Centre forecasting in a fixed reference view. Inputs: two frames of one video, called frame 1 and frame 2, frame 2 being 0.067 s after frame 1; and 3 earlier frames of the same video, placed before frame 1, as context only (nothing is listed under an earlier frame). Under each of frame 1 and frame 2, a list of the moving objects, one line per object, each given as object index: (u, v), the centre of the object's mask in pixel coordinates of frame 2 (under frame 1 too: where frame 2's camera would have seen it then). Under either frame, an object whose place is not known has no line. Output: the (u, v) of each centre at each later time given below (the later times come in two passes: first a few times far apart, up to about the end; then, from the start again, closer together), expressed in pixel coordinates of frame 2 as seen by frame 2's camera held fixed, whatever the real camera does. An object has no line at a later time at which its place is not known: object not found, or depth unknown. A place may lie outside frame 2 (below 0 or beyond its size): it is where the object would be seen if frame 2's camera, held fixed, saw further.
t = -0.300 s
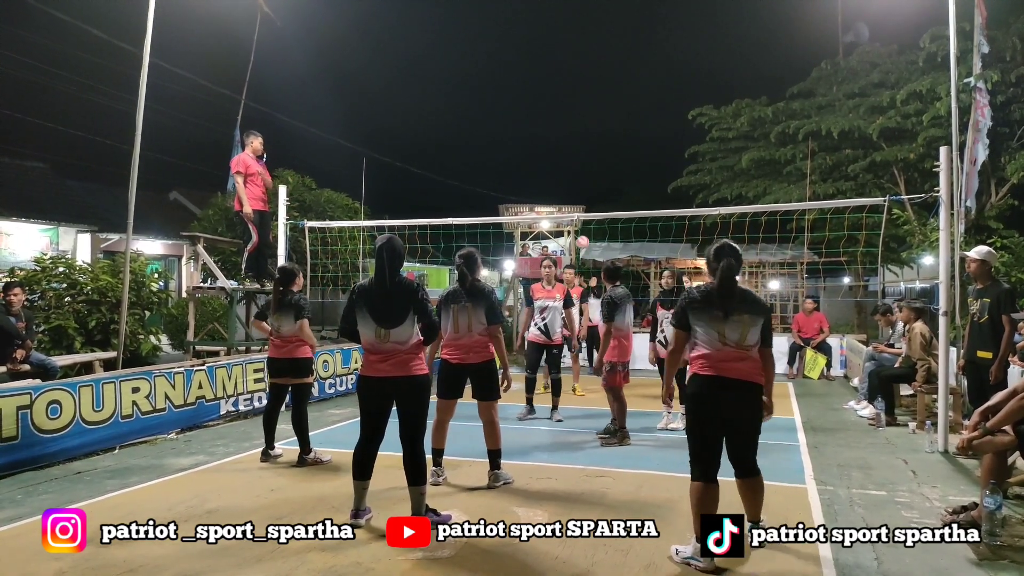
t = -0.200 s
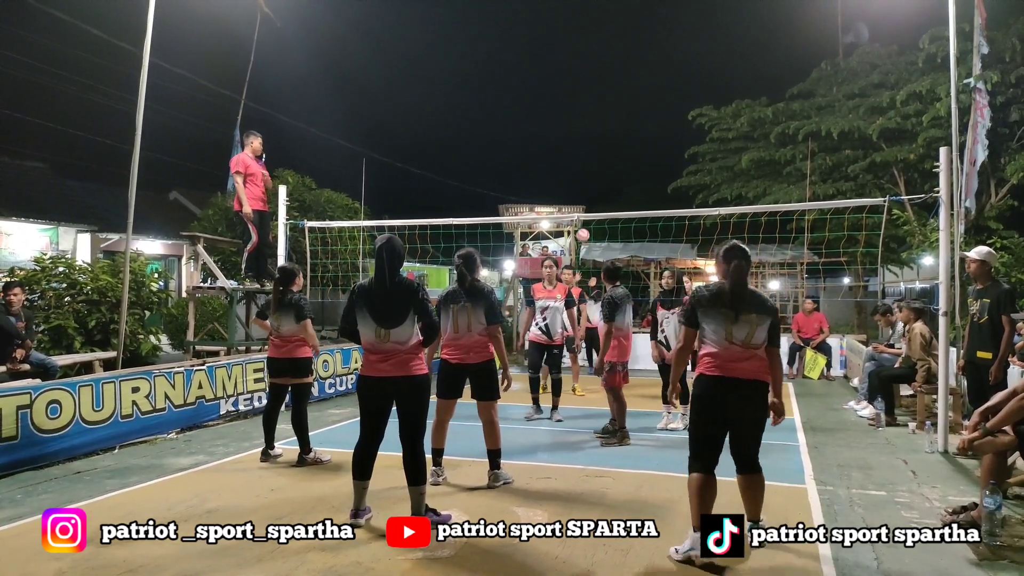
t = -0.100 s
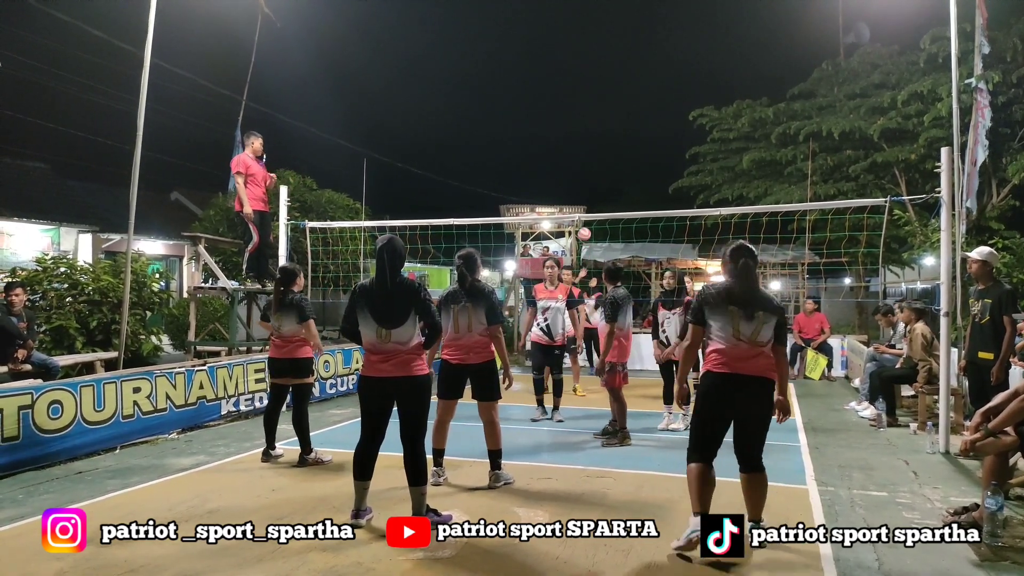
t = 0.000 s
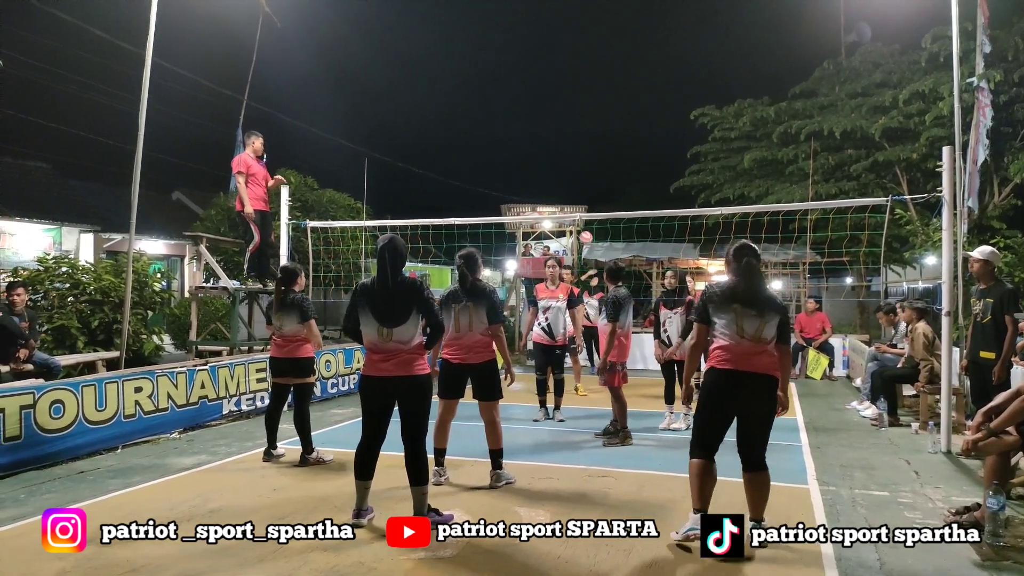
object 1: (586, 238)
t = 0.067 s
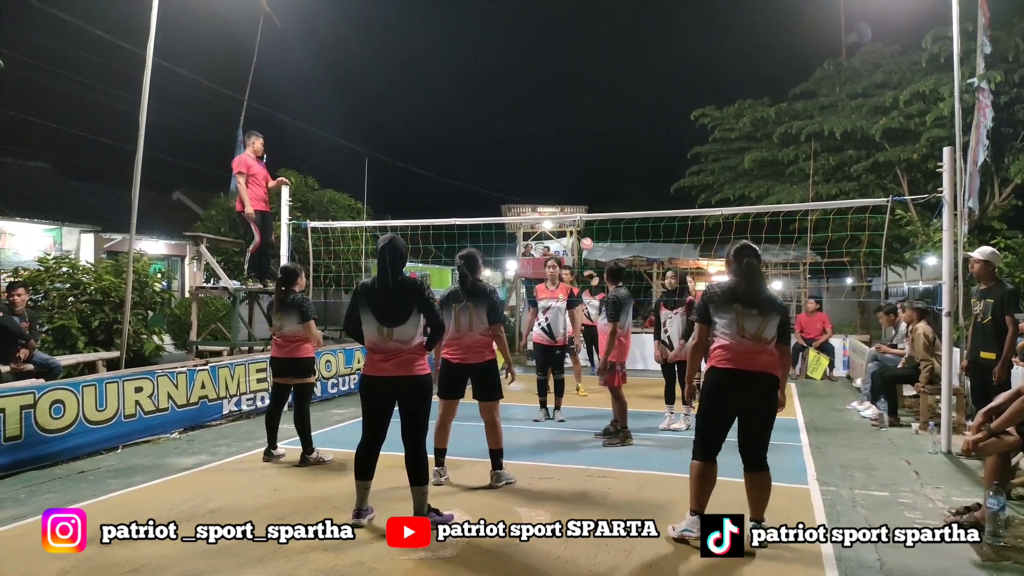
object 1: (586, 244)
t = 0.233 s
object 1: (568, 225)
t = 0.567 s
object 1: (486, 164)
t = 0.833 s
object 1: (391, 171)
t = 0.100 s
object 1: (587, 247)
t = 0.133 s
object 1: (586, 250)
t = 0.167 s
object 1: (581, 241)
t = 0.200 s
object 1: (575, 233)
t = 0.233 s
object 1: (568, 225)
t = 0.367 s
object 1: (539, 193)
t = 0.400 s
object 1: (532, 186)
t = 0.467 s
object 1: (515, 175)
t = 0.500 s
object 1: (506, 171)
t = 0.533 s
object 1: (496, 167)
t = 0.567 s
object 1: (486, 164)
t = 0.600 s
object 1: (475, 162)
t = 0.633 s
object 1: (465, 160)
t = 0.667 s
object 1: (454, 159)
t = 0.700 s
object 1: (443, 159)
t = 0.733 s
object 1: (431, 160)
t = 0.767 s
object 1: (419, 162)
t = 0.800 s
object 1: (405, 166)
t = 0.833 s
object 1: (391, 171)
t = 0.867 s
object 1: (376, 177)
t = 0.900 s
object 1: (360, 184)
